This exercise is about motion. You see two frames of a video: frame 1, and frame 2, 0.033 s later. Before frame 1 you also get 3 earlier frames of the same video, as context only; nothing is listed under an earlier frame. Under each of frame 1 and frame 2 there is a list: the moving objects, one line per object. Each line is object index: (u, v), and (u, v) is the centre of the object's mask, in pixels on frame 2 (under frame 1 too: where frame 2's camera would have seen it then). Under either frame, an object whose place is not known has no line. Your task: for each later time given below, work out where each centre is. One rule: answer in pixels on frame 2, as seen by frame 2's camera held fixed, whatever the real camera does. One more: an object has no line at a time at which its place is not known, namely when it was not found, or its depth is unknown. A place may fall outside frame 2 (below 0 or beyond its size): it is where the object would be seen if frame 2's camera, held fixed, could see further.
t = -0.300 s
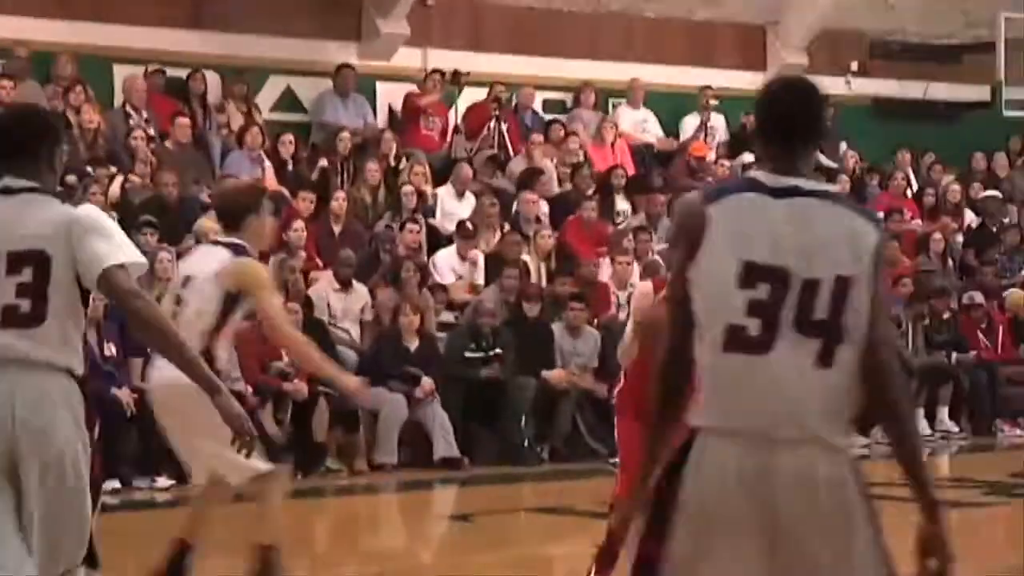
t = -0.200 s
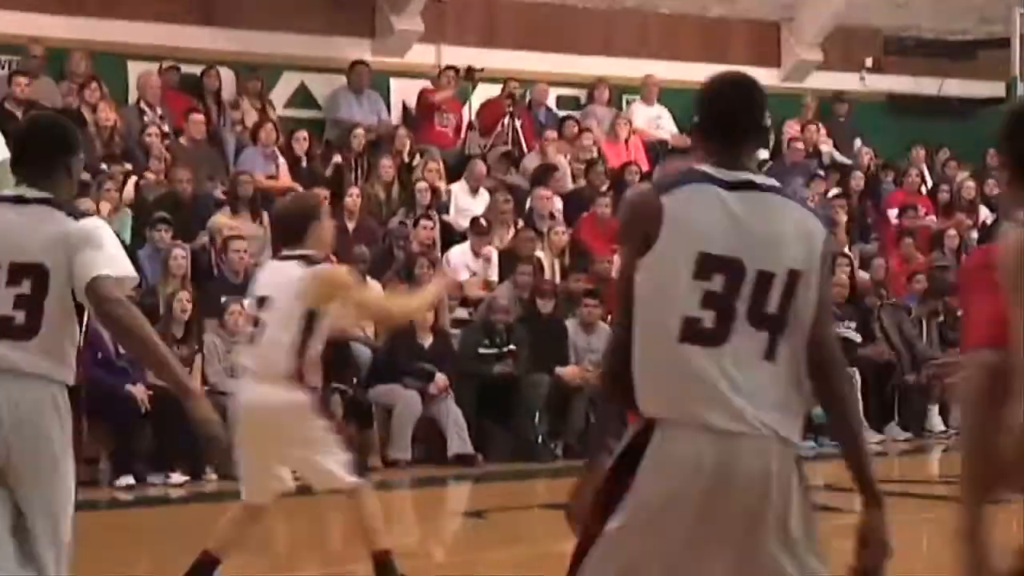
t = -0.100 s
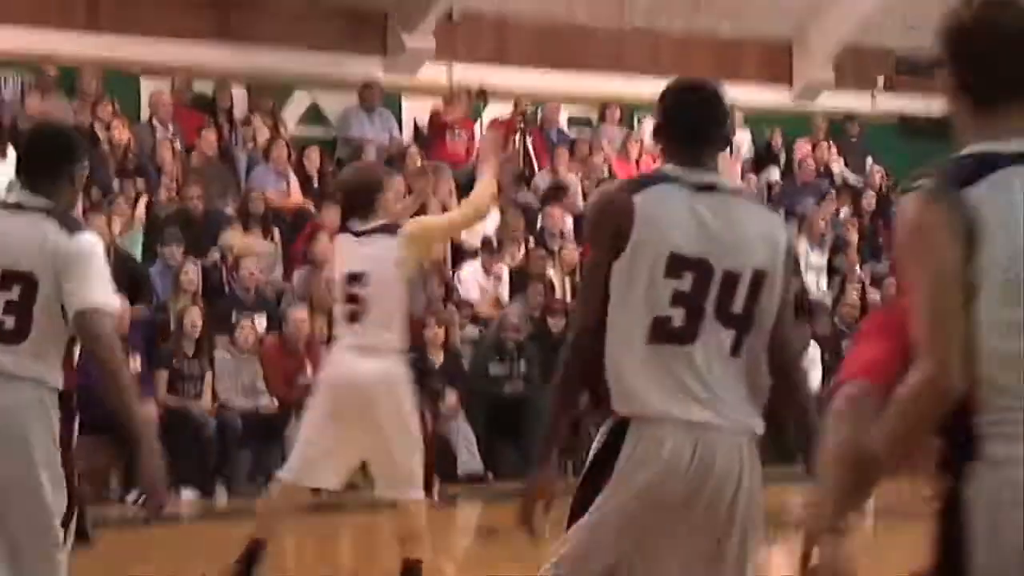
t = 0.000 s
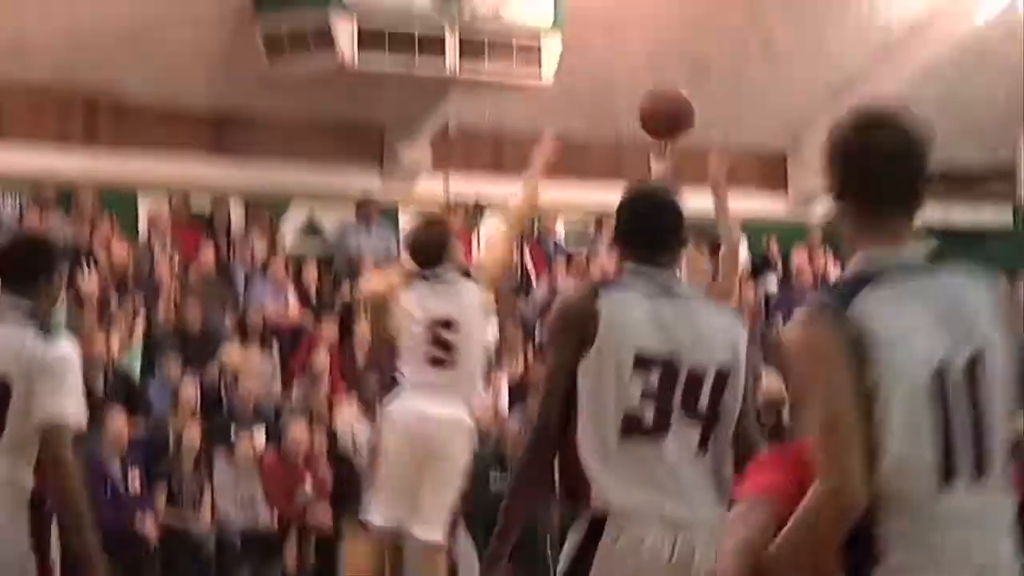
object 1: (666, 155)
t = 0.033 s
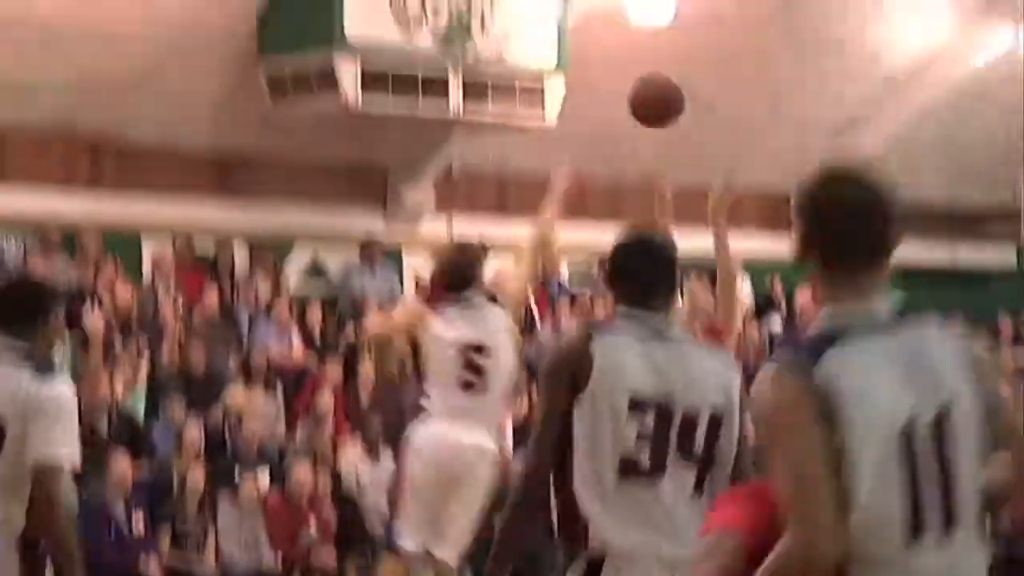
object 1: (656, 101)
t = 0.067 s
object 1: (643, 47)
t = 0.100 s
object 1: (629, -6)
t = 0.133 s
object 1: (618, -56)
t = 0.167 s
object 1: (602, -106)
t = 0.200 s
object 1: (588, -155)
